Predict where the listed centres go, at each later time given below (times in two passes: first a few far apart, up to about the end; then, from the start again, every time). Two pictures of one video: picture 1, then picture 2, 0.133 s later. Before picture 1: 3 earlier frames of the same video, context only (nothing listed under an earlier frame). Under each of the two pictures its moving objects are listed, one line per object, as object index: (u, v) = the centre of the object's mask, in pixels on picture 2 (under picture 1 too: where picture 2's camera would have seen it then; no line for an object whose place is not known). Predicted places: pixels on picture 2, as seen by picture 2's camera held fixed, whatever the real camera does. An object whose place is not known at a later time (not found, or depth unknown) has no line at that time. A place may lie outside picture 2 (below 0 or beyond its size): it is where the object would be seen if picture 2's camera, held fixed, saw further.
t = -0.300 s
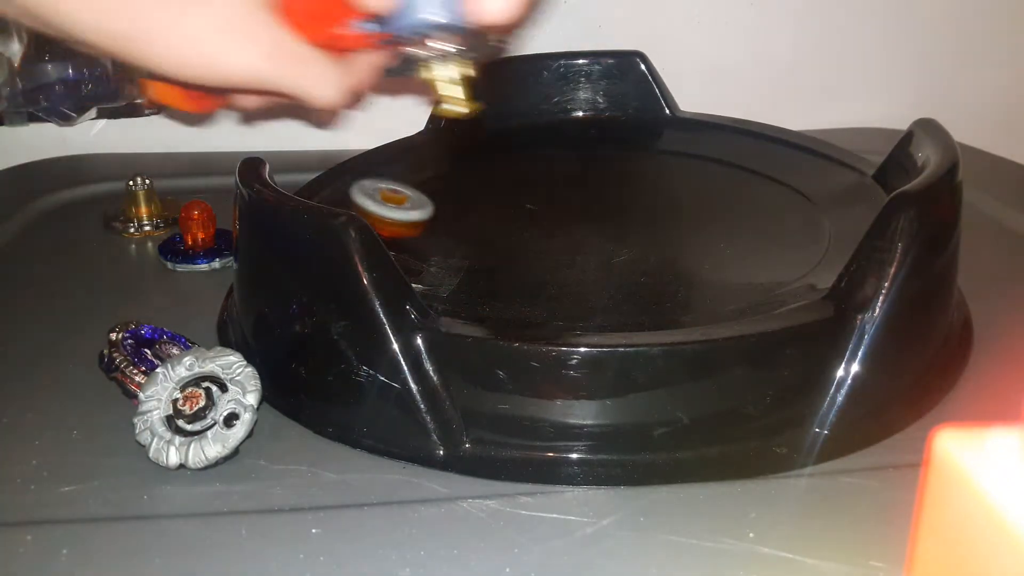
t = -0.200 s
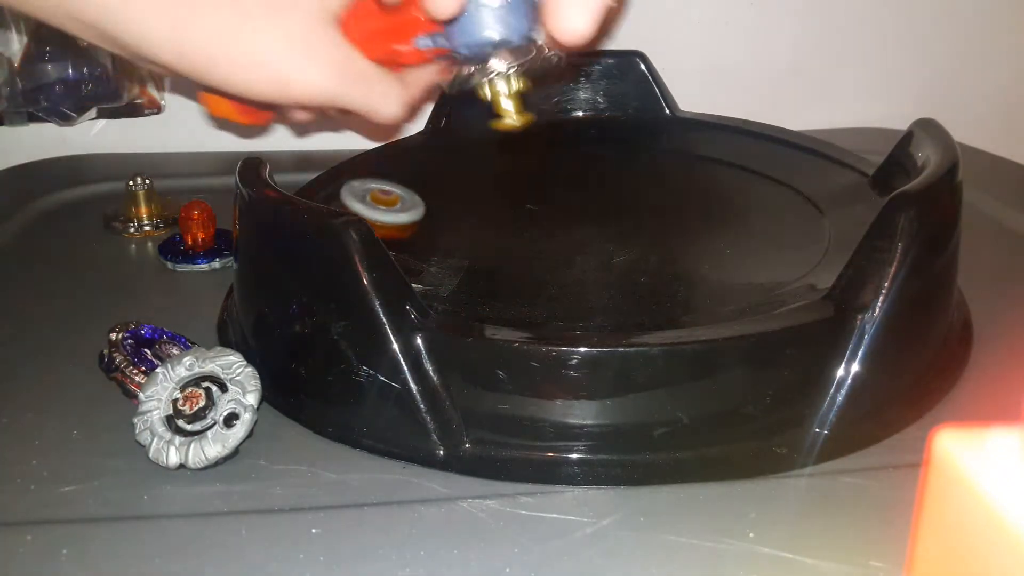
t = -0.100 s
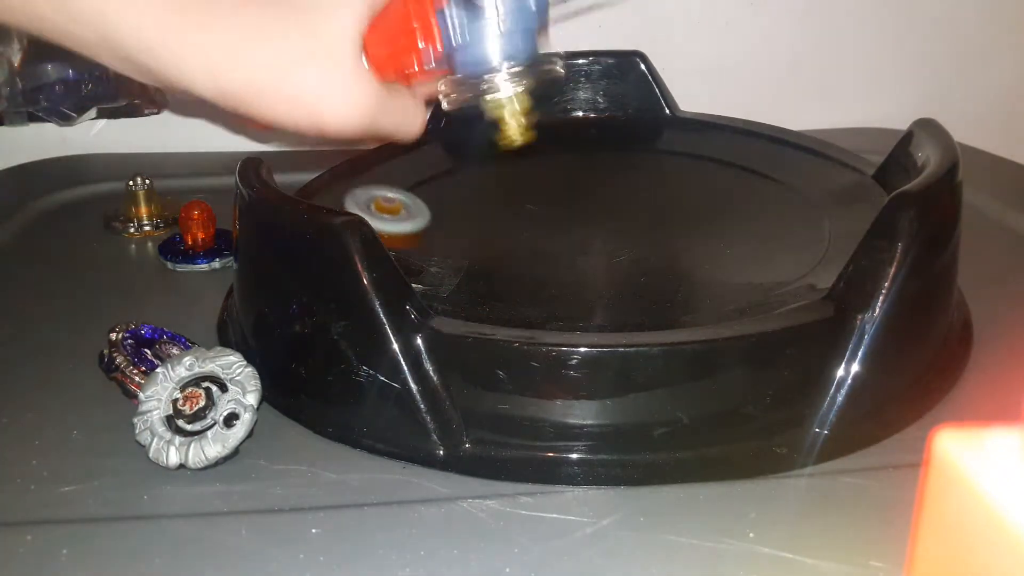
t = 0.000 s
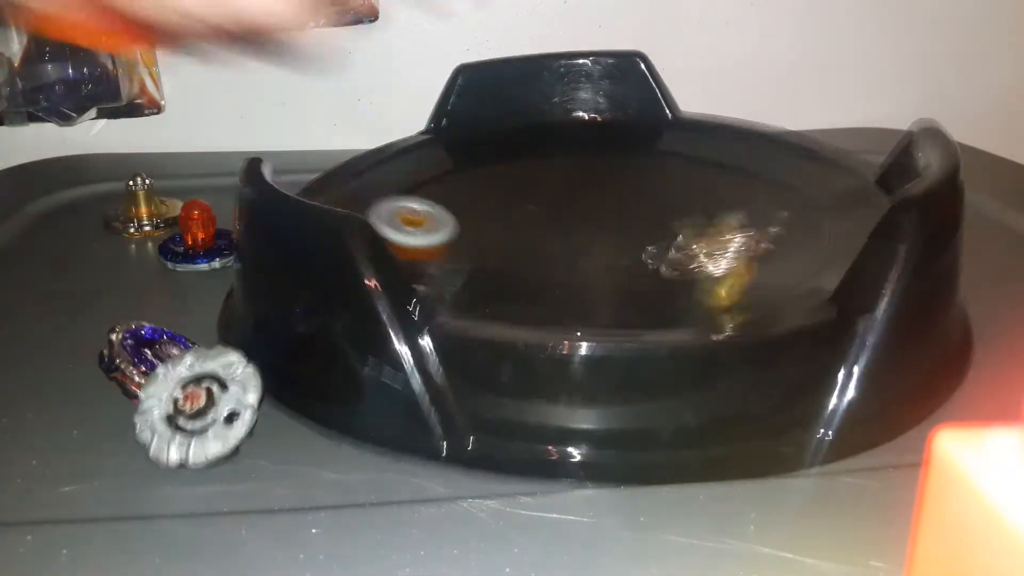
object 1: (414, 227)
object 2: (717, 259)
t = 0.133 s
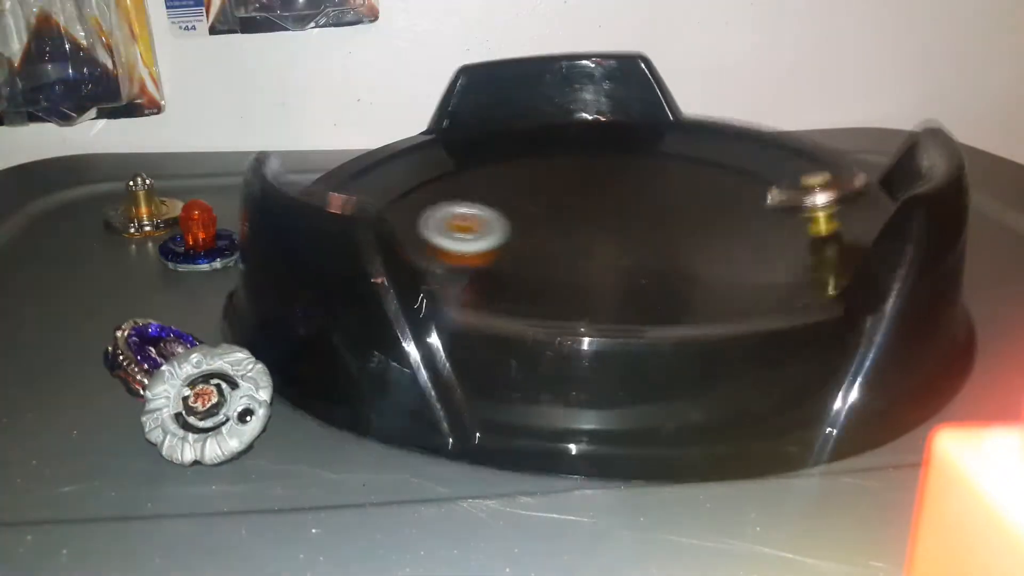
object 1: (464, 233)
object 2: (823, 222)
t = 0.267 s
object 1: (537, 235)
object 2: (737, 182)
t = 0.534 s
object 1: (659, 224)
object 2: (373, 203)
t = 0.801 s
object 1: (729, 211)
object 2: (639, 275)
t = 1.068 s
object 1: (749, 212)
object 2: (809, 246)
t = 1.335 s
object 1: (599, 192)
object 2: (830, 222)
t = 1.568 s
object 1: (489, 213)
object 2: (749, 214)
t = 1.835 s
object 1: (424, 235)
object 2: (591, 214)
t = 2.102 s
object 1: (455, 257)
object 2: (475, 219)
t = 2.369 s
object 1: (553, 259)
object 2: (446, 227)
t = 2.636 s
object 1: (587, 233)
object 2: (441, 230)
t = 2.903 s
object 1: (577, 211)
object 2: (459, 225)
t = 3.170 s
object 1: (559, 218)
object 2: (482, 233)
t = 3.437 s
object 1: (750, 167)
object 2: (435, 256)
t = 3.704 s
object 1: (777, 173)
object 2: (694, 243)
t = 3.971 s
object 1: (770, 199)
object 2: (672, 209)
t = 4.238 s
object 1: (696, 237)
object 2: (631, 206)
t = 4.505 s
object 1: (586, 257)
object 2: (602, 214)
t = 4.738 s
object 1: (498, 249)
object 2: (590, 227)
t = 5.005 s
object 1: (434, 222)
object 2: (578, 232)
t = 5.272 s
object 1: (412, 206)
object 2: (575, 238)
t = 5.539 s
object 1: (472, 223)
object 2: (574, 244)
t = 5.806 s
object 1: (509, 227)
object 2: (640, 251)
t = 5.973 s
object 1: (509, 232)
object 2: (689, 247)
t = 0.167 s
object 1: (482, 231)
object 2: (818, 219)
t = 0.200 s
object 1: (500, 231)
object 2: (796, 181)
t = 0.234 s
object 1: (520, 233)
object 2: (771, 180)
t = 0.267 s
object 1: (537, 235)
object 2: (737, 182)
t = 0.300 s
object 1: (554, 233)
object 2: (696, 184)
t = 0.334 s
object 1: (571, 232)
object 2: (652, 187)
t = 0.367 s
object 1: (587, 232)
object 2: (603, 186)
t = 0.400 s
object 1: (604, 232)
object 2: (544, 200)
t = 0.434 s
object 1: (618, 230)
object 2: (494, 212)
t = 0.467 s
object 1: (632, 229)
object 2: (442, 222)
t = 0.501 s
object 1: (646, 228)
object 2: (410, 224)
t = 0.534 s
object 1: (659, 224)
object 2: (373, 203)
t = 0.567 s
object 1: (670, 220)
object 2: (362, 202)
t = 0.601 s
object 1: (680, 220)
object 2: (385, 215)
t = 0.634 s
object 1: (689, 218)
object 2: (429, 255)
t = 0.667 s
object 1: (699, 216)
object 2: (452, 271)
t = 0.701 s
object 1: (707, 215)
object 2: (489, 268)
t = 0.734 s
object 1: (715, 215)
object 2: (540, 272)
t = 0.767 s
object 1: (722, 213)
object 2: (592, 275)
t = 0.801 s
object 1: (729, 211)
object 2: (639, 275)
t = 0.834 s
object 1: (735, 210)
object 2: (686, 274)
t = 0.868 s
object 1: (740, 210)
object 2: (717, 273)
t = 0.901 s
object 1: (745, 209)
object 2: (739, 267)
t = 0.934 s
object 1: (748, 208)
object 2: (763, 260)
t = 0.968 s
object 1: (751, 208)
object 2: (775, 256)
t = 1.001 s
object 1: (752, 208)
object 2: (789, 250)
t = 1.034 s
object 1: (752, 210)
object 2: (802, 244)
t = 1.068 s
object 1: (749, 212)
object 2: (809, 246)
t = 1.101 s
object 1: (746, 216)
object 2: (811, 238)
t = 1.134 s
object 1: (742, 219)
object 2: (812, 228)
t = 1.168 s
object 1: (725, 215)
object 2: (821, 227)
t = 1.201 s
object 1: (696, 208)
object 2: (832, 227)
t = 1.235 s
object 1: (670, 200)
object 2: (833, 227)
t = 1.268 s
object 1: (644, 196)
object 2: (833, 226)
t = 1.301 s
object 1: (622, 192)
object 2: (831, 224)
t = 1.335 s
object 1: (599, 192)
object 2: (830, 222)
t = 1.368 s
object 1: (579, 194)
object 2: (825, 220)
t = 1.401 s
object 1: (561, 196)
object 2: (815, 219)
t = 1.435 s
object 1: (545, 200)
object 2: (802, 220)
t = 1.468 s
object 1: (530, 203)
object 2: (789, 218)
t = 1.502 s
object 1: (515, 206)
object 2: (775, 216)
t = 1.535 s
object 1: (501, 210)
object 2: (762, 215)
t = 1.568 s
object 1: (489, 213)
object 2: (749, 214)
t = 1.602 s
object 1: (476, 216)
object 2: (733, 214)
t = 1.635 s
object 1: (463, 219)
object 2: (718, 214)
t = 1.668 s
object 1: (451, 222)
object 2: (702, 214)
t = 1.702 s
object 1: (439, 225)
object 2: (683, 213)
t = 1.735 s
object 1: (428, 228)
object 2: (663, 212)
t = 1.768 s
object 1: (421, 229)
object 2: (641, 212)
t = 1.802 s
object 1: (420, 231)
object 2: (616, 213)
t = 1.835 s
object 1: (424, 235)
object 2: (591, 214)
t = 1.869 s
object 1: (430, 239)
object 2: (561, 216)
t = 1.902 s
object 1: (436, 242)
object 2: (532, 218)
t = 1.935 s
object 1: (441, 246)
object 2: (510, 220)
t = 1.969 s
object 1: (437, 247)
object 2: (499, 222)
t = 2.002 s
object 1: (435, 249)
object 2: (492, 221)
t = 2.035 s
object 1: (439, 252)
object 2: (486, 220)
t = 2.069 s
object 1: (447, 255)
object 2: (479, 217)
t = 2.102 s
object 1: (455, 257)
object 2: (475, 219)
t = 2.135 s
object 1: (466, 260)
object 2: (469, 220)
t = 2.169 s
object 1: (478, 261)
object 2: (464, 221)
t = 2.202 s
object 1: (491, 262)
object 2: (460, 221)
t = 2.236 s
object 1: (505, 263)
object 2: (455, 226)
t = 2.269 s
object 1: (518, 263)
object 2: (453, 230)
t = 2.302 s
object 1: (531, 262)
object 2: (450, 231)
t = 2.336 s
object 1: (542, 261)
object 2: (448, 226)
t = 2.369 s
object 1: (553, 259)
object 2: (446, 227)
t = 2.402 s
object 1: (561, 257)
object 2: (443, 228)
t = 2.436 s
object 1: (569, 254)
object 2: (441, 228)
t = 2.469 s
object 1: (574, 251)
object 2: (440, 234)
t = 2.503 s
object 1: (579, 247)
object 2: (439, 230)
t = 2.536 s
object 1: (583, 244)
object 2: (439, 235)
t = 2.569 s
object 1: (585, 240)
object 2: (439, 235)
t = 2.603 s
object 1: (586, 236)
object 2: (439, 231)
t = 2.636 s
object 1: (587, 233)
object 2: (441, 230)
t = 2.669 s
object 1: (587, 229)
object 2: (442, 230)
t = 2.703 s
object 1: (587, 226)
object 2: (443, 230)
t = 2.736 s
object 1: (587, 223)
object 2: (446, 229)
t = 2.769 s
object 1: (587, 220)
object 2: (448, 229)
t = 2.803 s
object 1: (585, 217)
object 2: (451, 228)
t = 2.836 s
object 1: (583, 214)
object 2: (455, 227)
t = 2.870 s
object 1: (580, 212)
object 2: (457, 226)
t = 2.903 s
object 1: (577, 211)
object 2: (459, 225)
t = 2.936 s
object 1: (575, 210)
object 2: (461, 226)
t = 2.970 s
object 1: (572, 210)
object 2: (463, 227)
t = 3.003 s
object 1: (569, 210)
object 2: (465, 228)
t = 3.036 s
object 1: (567, 210)
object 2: (468, 229)
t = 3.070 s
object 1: (564, 212)
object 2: (471, 230)
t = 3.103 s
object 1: (562, 213)
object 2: (474, 231)
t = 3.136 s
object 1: (560, 216)
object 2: (479, 232)
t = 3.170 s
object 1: (559, 218)
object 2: (482, 233)
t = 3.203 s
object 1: (570, 219)
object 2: (475, 235)
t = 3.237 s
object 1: (614, 210)
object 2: (440, 237)
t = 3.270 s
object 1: (656, 198)
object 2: (416, 231)
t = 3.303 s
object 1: (689, 187)
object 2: (398, 222)
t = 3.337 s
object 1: (716, 179)
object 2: (393, 220)
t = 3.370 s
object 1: (734, 174)
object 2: (398, 222)
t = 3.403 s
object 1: (745, 169)
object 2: (413, 234)
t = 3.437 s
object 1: (750, 167)
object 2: (435, 256)
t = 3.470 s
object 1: (755, 165)
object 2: (458, 257)
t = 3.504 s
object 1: (758, 165)
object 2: (492, 262)
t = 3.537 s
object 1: (761, 165)
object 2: (537, 263)
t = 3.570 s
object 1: (764, 166)
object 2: (579, 263)
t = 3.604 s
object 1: (767, 168)
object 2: (619, 261)
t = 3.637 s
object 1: (771, 168)
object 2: (650, 257)
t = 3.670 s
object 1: (774, 170)
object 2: (676, 250)
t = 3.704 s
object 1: (777, 173)
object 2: (694, 243)
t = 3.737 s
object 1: (778, 176)
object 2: (704, 233)
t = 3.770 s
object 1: (777, 180)
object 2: (707, 226)
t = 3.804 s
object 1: (775, 183)
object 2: (707, 220)
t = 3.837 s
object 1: (777, 185)
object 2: (699, 216)
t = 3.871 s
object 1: (779, 187)
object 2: (689, 215)
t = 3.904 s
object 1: (778, 191)
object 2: (682, 213)
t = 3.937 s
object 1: (775, 195)
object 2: (677, 211)
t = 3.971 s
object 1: (770, 199)
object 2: (672, 209)
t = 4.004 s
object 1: (765, 204)
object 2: (667, 209)
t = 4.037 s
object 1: (758, 208)
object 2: (662, 208)
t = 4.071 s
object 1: (750, 213)
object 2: (657, 207)
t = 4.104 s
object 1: (742, 218)
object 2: (652, 207)
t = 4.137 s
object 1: (732, 223)
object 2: (647, 207)
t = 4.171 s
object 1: (720, 228)
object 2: (641, 206)
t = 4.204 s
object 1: (708, 233)
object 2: (636, 206)
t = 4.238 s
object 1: (696, 237)
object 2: (631, 206)
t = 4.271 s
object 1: (684, 241)
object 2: (627, 207)
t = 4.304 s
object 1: (671, 244)
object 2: (622, 207)
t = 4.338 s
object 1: (658, 247)
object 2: (618, 208)
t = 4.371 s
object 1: (643, 250)
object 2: (614, 209)
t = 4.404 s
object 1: (628, 252)
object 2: (611, 210)
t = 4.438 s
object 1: (614, 254)
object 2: (607, 211)
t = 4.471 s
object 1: (600, 255)
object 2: (604, 213)
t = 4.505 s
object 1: (586, 257)
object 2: (602, 214)
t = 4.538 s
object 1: (572, 256)
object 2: (600, 215)
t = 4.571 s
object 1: (560, 257)
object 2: (598, 217)
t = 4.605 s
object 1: (546, 256)
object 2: (597, 218)
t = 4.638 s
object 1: (533, 255)
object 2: (595, 223)
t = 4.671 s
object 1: (520, 253)
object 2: (593, 225)
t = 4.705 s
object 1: (509, 251)
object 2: (592, 226)
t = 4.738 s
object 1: (498, 249)
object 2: (590, 227)
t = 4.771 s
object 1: (489, 247)
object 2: (588, 227)
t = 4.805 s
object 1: (480, 244)
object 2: (587, 228)
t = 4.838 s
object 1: (473, 241)
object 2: (585, 228)
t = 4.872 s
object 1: (465, 238)
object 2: (583, 229)
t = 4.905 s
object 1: (456, 234)
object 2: (582, 230)
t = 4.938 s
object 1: (448, 230)
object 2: (580, 231)
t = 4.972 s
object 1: (441, 226)
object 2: (579, 231)
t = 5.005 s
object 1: (434, 222)
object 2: (578, 232)
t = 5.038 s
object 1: (427, 218)
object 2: (578, 233)
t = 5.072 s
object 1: (421, 214)
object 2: (577, 234)
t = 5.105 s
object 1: (417, 211)
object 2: (577, 234)
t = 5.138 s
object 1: (413, 209)
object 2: (576, 235)
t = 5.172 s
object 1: (411, 207)
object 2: (576, 236)
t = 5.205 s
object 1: (411, 206)
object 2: (576, 237)
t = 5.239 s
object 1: (411, 205)
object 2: (576, 237)
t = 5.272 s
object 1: (412, 206)
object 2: (575, 238)
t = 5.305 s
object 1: (415, 207)
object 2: (575, 239)
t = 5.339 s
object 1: (419, 208)
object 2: (575, 240)
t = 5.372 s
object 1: (425, 211)
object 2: (574, 241)
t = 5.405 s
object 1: (434, 213)
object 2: (573, 242)
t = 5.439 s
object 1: (442, 215)
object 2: (573, 242)
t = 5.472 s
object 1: (451, 217)
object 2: (573, 243)
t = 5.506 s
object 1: (461, 220)
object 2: (573, 243)
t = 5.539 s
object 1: (472, 223)
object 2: (574, 244)
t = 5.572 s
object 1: (484, 227)
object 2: (574, 244)
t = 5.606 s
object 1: (493, 229)
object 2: (577, 246)
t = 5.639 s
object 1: (495, 228)
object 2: (589, 247)
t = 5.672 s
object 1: (500, 228)
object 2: (598, 247)
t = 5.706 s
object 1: (510, 230)
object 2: (603, 247)
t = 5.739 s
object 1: (519, 233)
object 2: (605, 247)
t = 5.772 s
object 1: (520, 232)
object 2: (617, 250)
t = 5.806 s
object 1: (509, 227)
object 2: (640, 251)
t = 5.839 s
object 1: (503, 224)
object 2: (658, 252)
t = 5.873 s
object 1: (501, 223)
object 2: (670, 251)
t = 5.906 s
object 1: (503, 225)
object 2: (679, 249)
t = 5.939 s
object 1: (506, 229)
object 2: (685, 249)
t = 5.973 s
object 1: (509, 232)
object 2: (689, 247)
